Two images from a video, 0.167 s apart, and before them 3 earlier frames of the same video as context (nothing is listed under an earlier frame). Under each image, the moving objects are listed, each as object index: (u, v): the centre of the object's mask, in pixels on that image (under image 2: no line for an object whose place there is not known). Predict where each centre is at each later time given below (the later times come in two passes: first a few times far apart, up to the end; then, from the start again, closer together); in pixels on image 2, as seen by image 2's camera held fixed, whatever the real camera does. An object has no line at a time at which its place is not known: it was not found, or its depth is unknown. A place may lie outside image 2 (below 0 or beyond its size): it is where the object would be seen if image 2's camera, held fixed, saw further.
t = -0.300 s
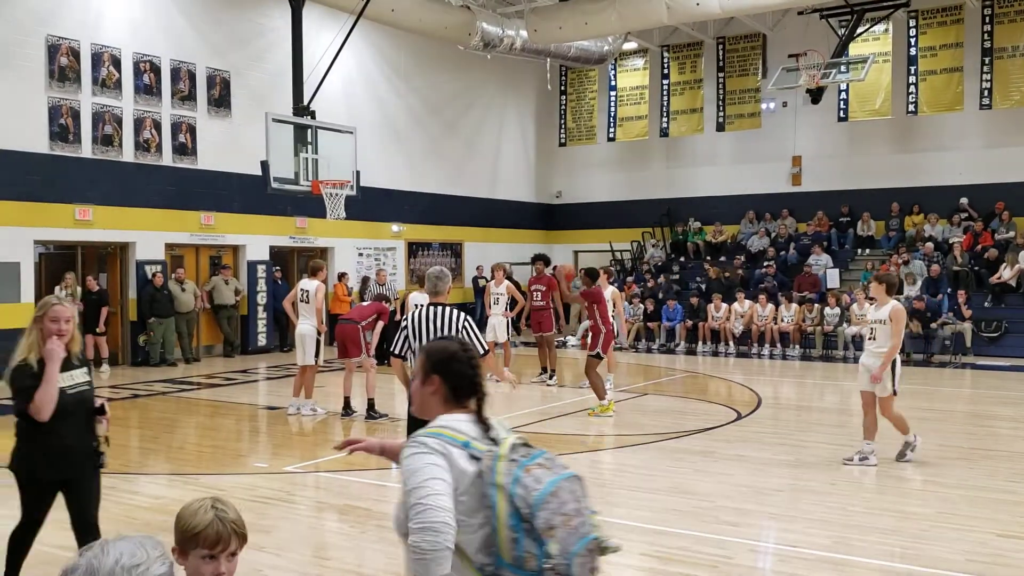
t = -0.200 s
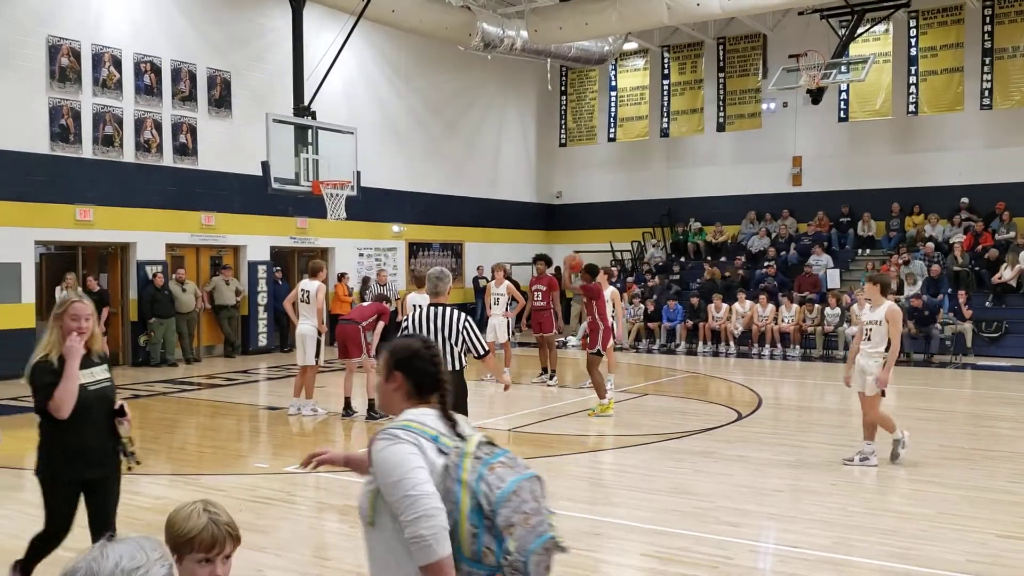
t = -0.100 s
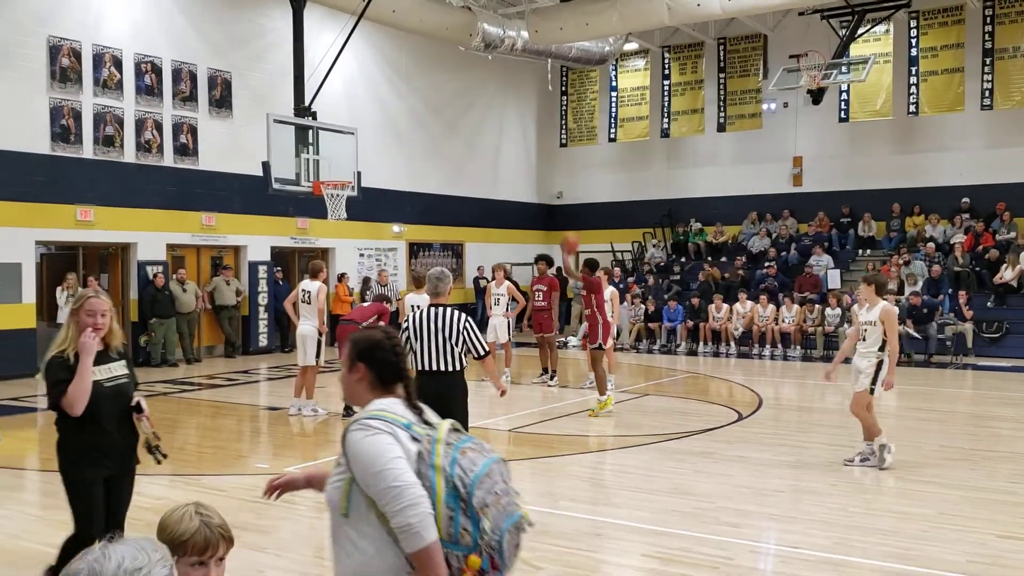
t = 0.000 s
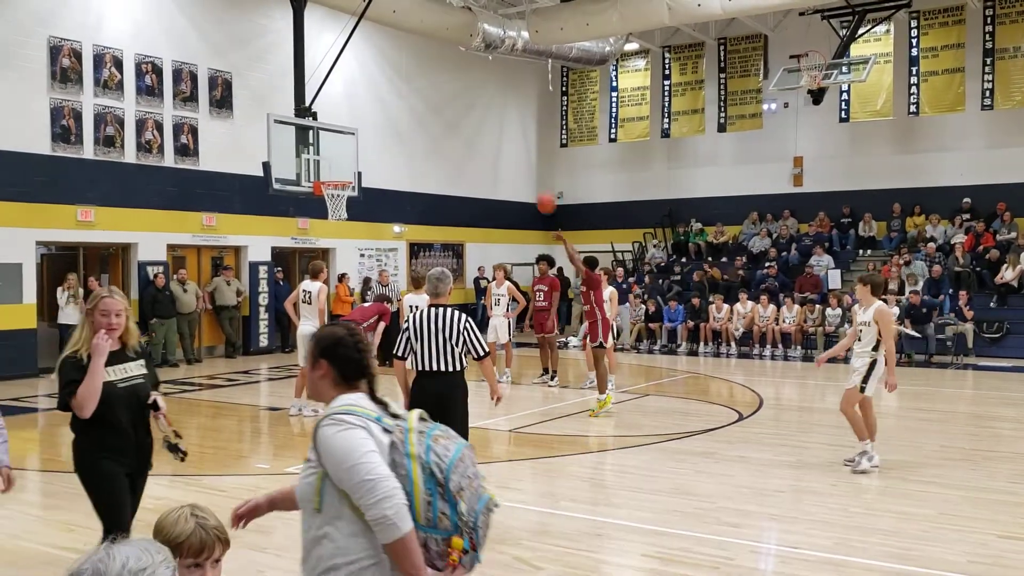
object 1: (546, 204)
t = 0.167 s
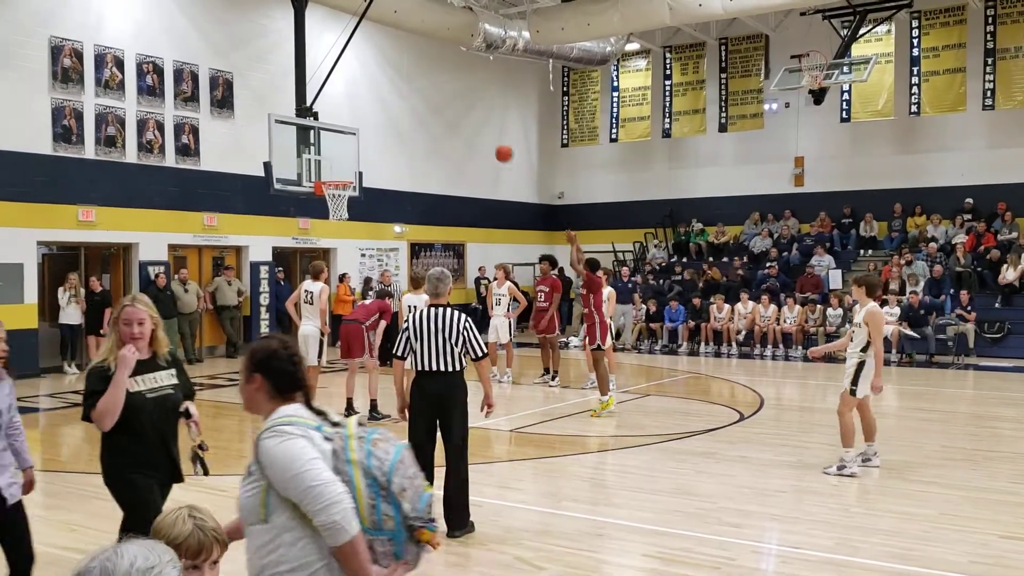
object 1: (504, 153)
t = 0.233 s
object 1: (488, 140)
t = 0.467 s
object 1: (436, 122)
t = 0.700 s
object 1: (389, 143)
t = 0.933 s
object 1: (371, 188)
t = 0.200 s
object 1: (496, 146)
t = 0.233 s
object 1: (488, 140)
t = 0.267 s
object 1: (480, 135)
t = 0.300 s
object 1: (472, 130)
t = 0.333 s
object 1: (465, 127)
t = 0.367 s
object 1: (458, 124)
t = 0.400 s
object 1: (450, 123)
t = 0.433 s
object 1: (443, 122)
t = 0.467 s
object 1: (436, 122)
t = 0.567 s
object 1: (415, 126)
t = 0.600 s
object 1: (408, 129)
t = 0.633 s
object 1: (402, 133)
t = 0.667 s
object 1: (395, 138)
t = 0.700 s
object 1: (389, 143)
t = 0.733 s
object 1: (382, 149)
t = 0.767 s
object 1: (376, 155)
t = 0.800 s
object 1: (370, 162)
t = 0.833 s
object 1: (364, 170)
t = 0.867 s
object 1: (358, 179)
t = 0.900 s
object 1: (363, 184)
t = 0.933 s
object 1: (371, 188)
